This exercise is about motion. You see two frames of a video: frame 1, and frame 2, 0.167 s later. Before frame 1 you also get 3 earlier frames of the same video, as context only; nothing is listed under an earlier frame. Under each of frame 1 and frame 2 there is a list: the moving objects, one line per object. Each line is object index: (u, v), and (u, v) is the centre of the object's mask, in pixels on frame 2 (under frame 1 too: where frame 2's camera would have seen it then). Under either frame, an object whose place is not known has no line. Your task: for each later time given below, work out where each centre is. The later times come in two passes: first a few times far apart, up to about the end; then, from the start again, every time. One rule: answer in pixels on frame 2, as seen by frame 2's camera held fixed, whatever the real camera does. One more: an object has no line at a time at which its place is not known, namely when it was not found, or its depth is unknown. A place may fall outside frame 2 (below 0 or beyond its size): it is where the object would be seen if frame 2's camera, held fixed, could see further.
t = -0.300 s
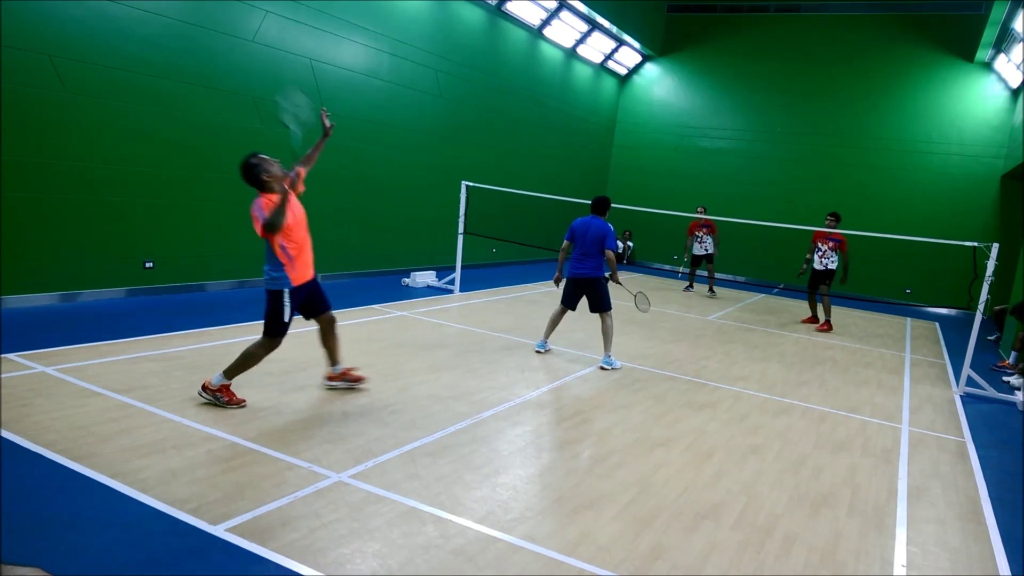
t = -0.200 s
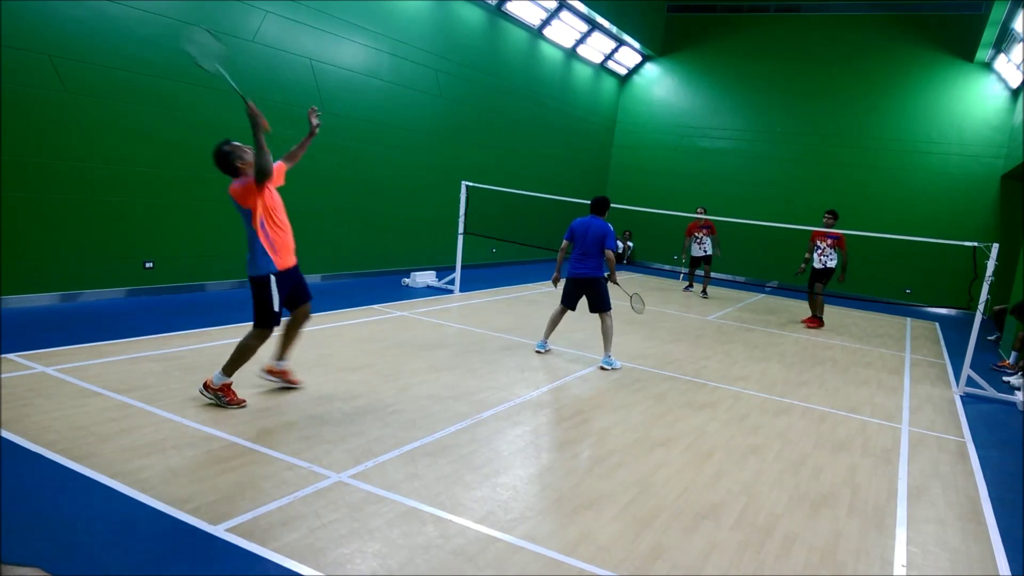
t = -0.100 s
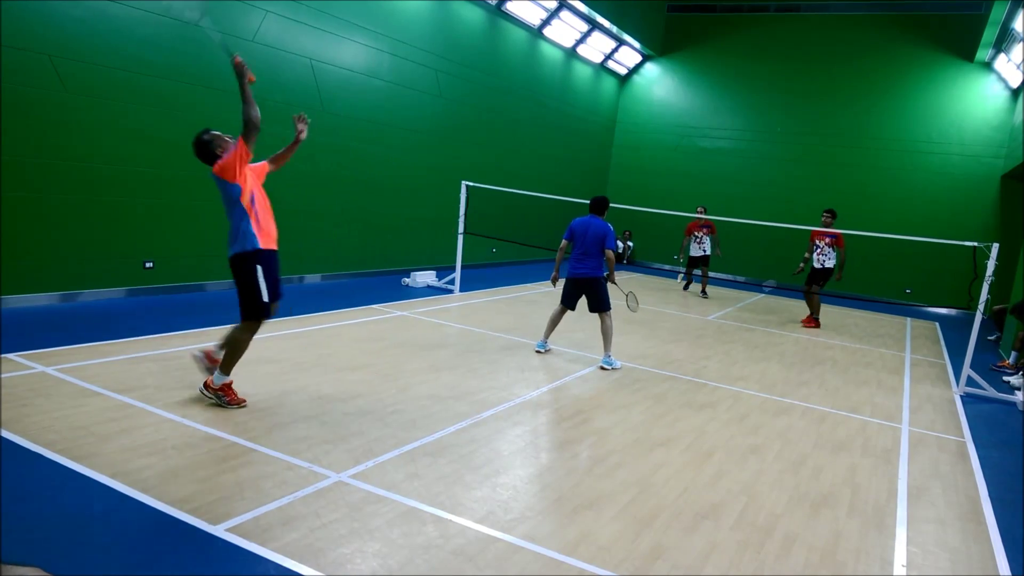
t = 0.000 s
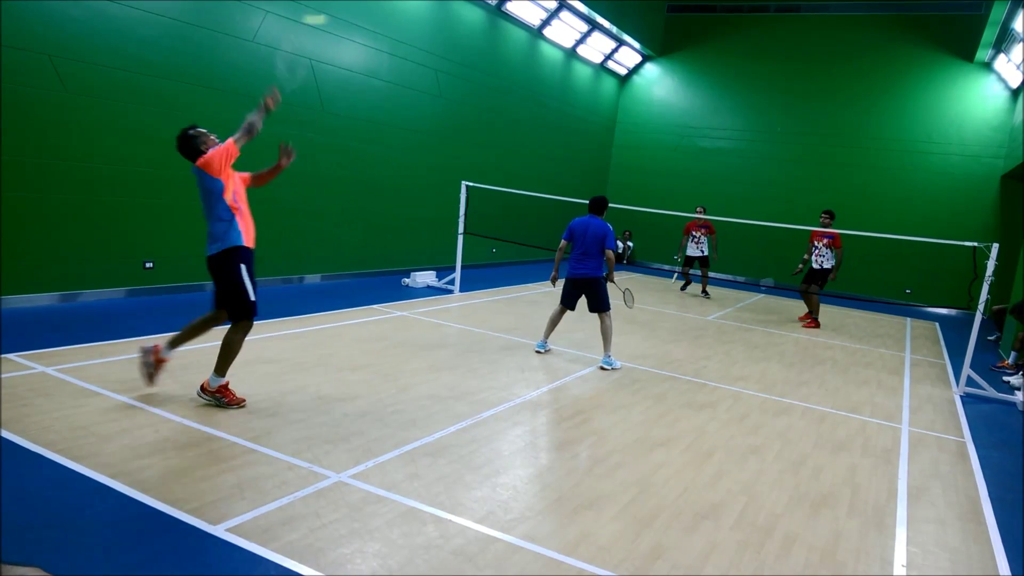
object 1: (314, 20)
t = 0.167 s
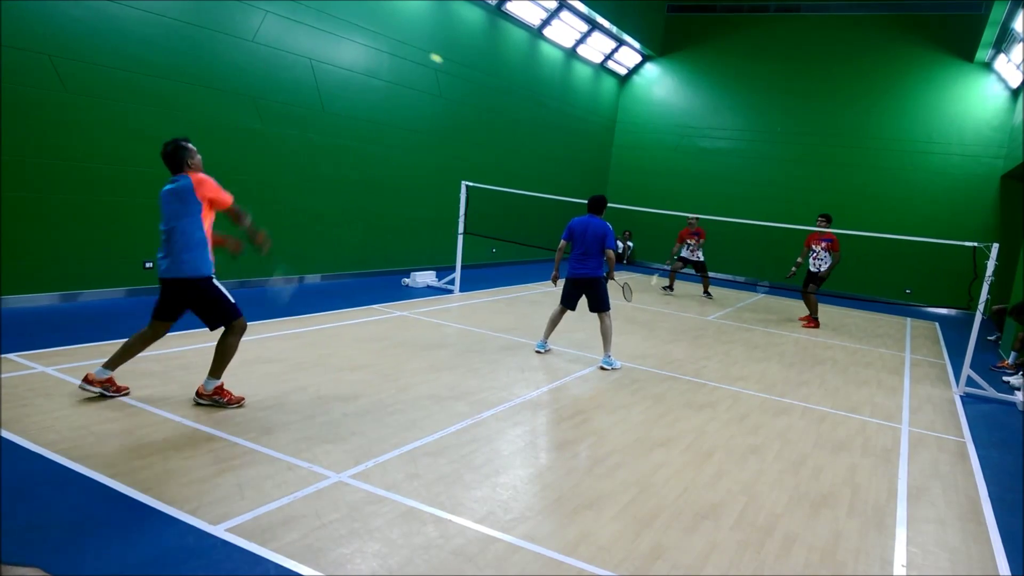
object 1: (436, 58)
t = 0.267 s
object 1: (469, 81)
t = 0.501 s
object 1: (511, 138)
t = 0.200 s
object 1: (449, 66)
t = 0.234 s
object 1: (460, 73)
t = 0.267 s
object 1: (469, 81)
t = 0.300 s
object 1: (478, 89)
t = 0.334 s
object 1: (485, 97)
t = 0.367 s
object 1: (491, 105)
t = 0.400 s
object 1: (497, 113)
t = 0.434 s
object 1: (502, 122)
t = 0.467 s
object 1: (507, 130)
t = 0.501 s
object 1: (511, 138)
